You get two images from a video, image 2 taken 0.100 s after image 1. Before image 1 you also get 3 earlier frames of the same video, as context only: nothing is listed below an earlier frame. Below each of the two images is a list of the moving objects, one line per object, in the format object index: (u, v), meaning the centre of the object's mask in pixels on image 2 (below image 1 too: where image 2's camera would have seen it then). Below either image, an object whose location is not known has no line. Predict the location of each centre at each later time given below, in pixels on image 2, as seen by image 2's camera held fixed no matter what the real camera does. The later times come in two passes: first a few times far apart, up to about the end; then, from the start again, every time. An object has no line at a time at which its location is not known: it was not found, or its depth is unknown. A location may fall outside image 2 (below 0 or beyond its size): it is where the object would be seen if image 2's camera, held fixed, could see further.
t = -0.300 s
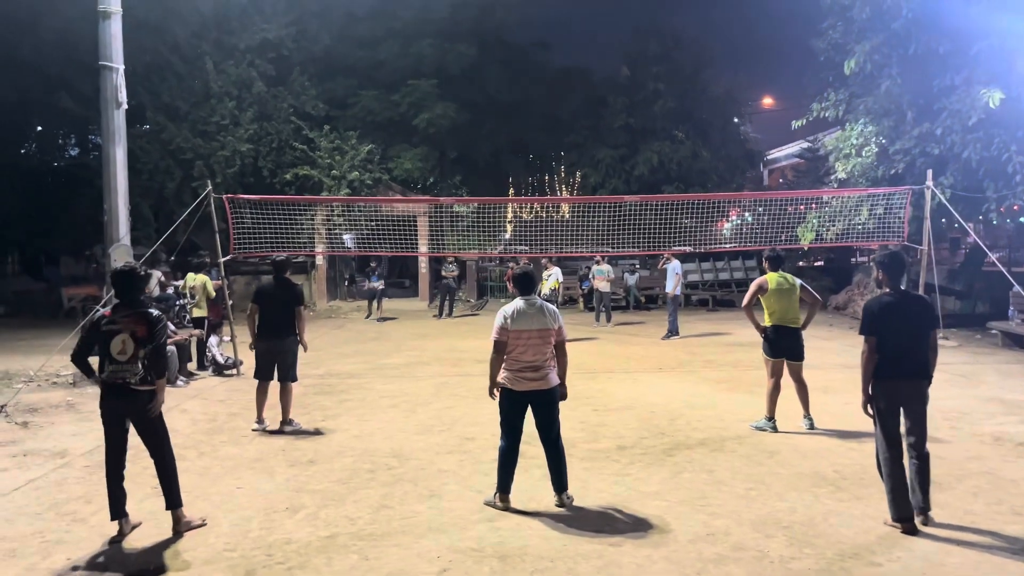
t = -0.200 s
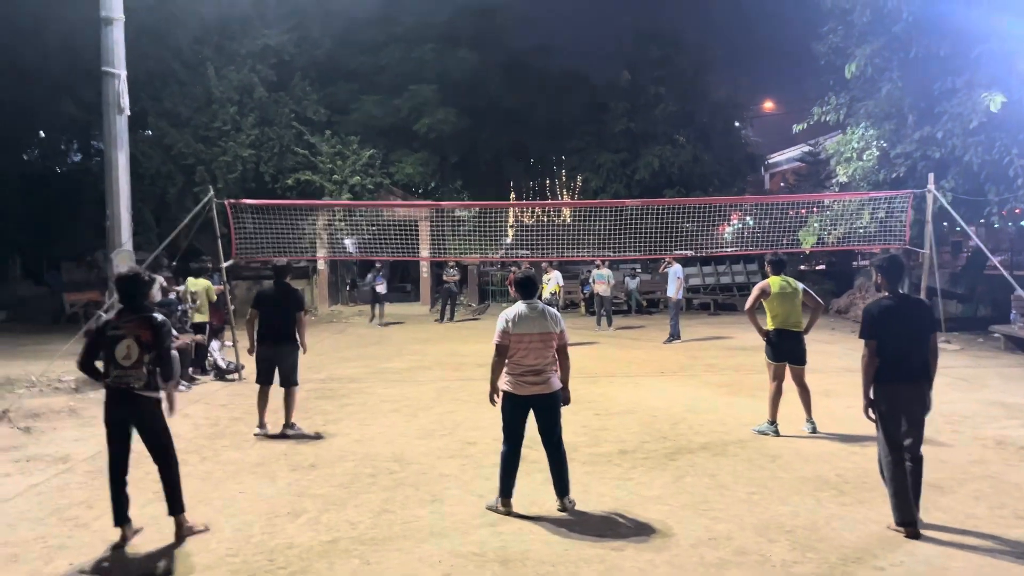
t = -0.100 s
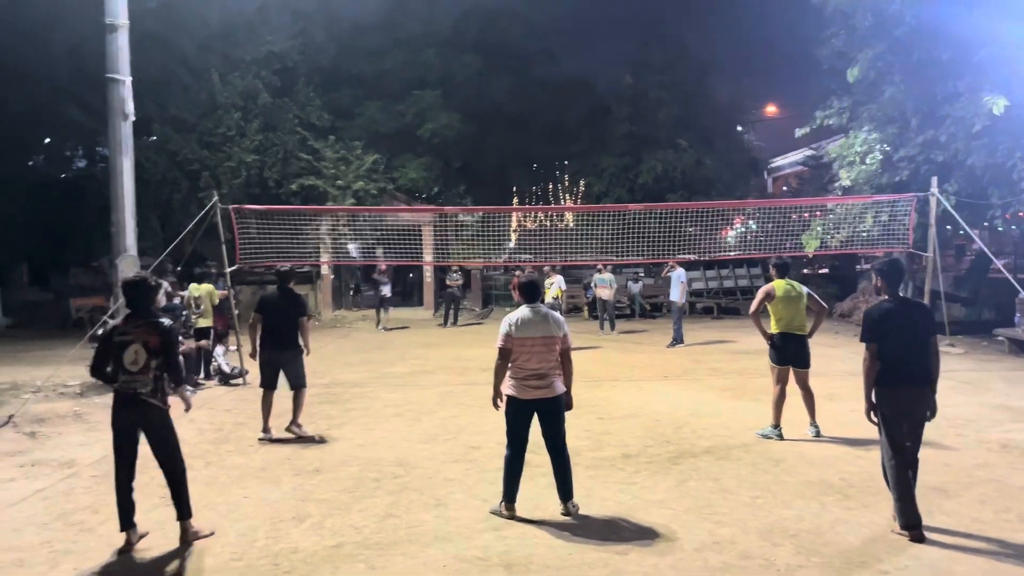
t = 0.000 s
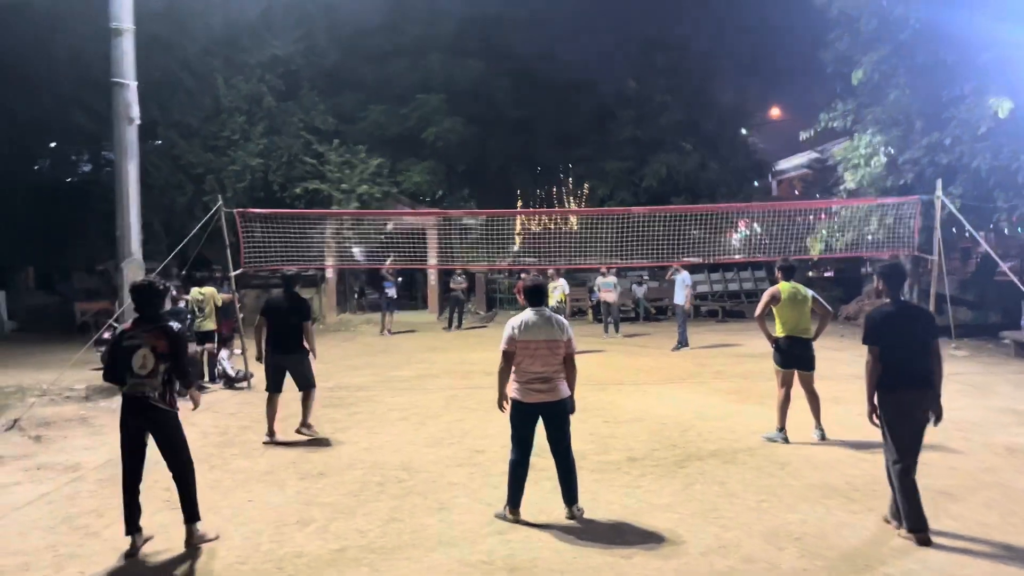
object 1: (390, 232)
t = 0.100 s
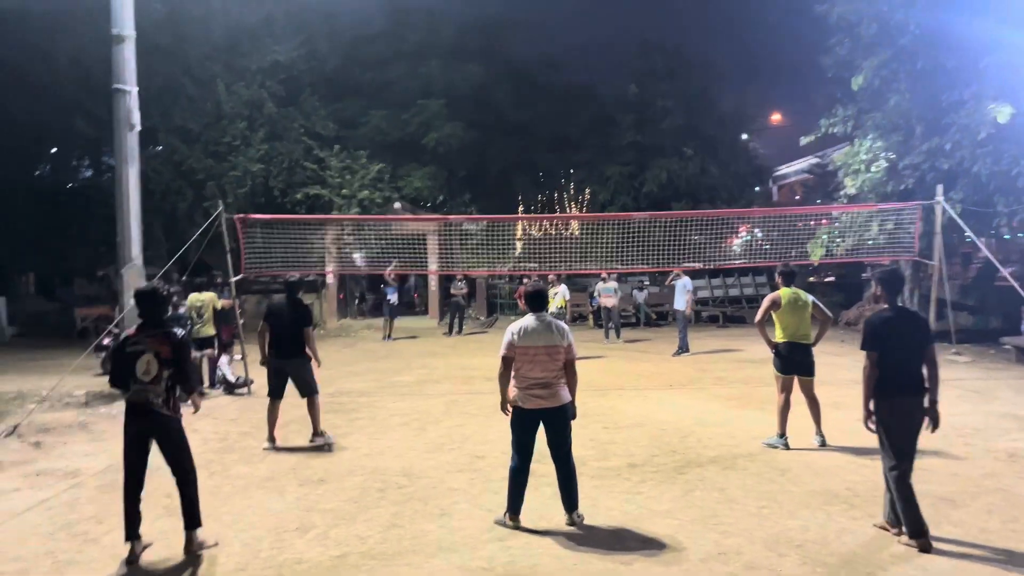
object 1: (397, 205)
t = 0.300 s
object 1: (415, 159)
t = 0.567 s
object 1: (448, 113)
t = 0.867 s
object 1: (508, 101)
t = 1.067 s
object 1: (569, 137)
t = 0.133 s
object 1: (400, 197)
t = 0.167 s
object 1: (402, 188)
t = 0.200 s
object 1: (405, 180)
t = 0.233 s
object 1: (408, 172)
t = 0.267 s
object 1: (412, 166)
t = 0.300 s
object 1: (415, 159)
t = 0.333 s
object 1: (418, 151)
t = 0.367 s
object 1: (422, 145)
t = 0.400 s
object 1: (426, 139)
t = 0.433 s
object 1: (430, 133)
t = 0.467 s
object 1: (434, 127)
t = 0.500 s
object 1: (439, 122)
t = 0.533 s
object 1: (443, 117)
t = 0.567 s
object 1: (448, 113)
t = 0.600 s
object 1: (454, 110)
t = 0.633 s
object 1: (459, 106)
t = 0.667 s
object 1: (464, 103)
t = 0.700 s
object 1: (471, 101)
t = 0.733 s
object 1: (478, 99)
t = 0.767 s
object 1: (484, 99)
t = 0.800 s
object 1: (492, 99)
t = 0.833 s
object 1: (499, 99)
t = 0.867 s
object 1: (508, 101)
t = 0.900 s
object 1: (516, 104)
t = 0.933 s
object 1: (526, 108)
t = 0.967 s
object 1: (535, 113)
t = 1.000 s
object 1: (546, 119)
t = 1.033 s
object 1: (557, 127)
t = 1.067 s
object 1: (569, 137)
